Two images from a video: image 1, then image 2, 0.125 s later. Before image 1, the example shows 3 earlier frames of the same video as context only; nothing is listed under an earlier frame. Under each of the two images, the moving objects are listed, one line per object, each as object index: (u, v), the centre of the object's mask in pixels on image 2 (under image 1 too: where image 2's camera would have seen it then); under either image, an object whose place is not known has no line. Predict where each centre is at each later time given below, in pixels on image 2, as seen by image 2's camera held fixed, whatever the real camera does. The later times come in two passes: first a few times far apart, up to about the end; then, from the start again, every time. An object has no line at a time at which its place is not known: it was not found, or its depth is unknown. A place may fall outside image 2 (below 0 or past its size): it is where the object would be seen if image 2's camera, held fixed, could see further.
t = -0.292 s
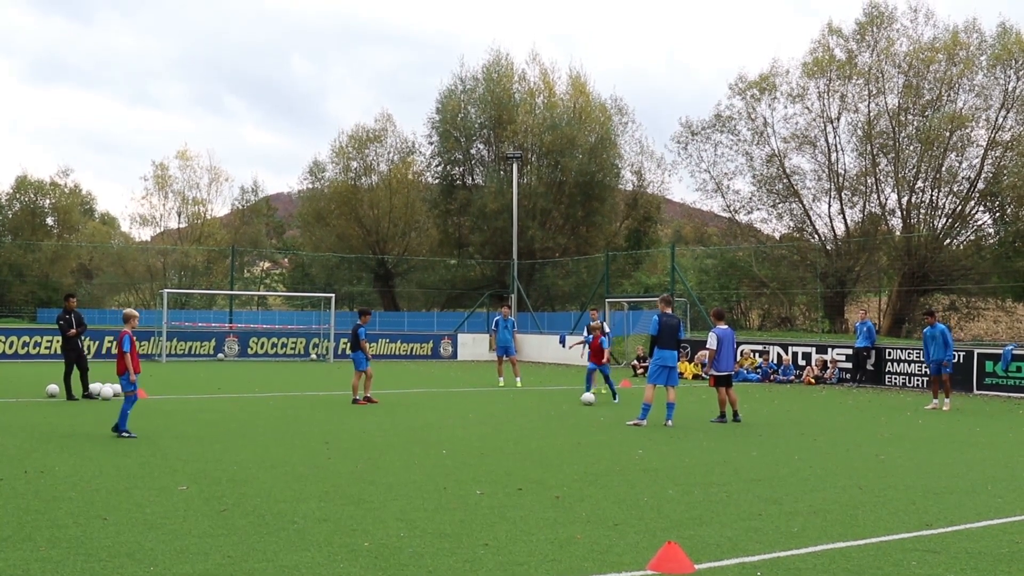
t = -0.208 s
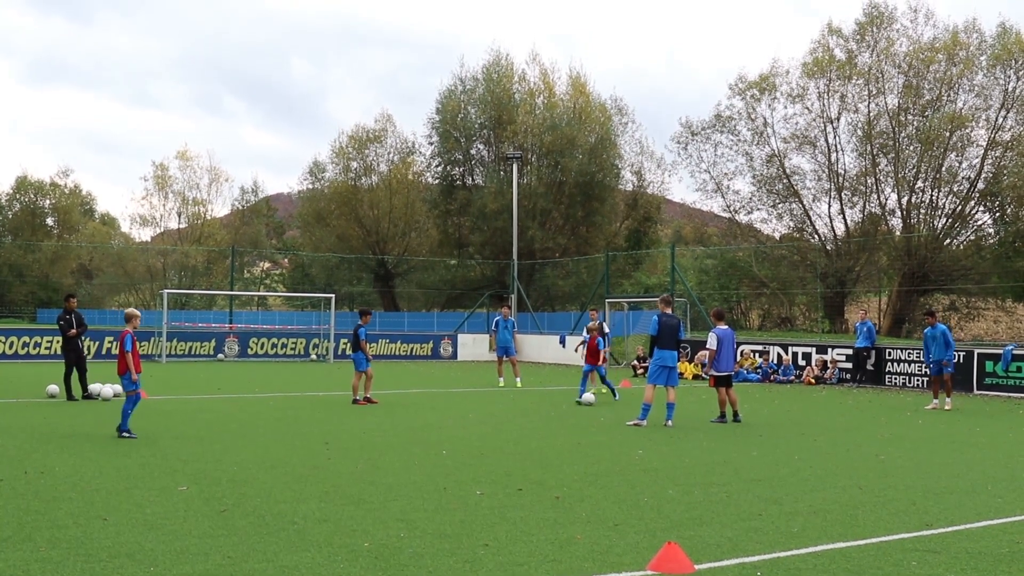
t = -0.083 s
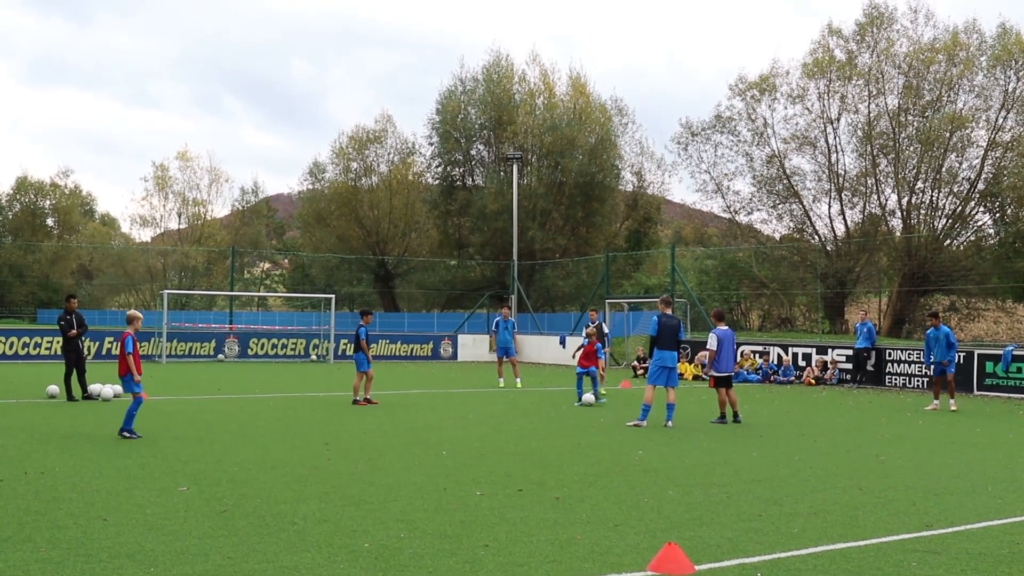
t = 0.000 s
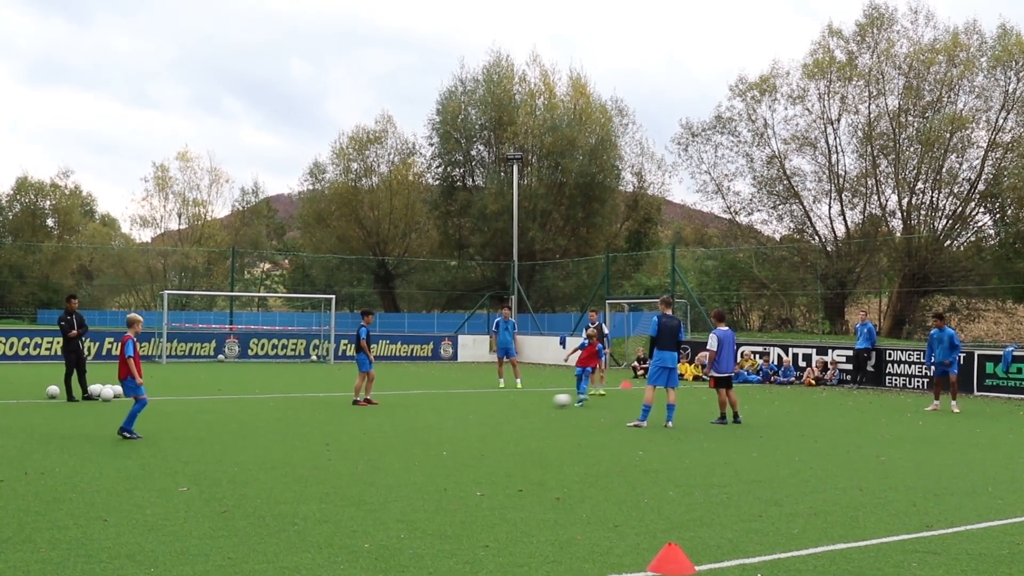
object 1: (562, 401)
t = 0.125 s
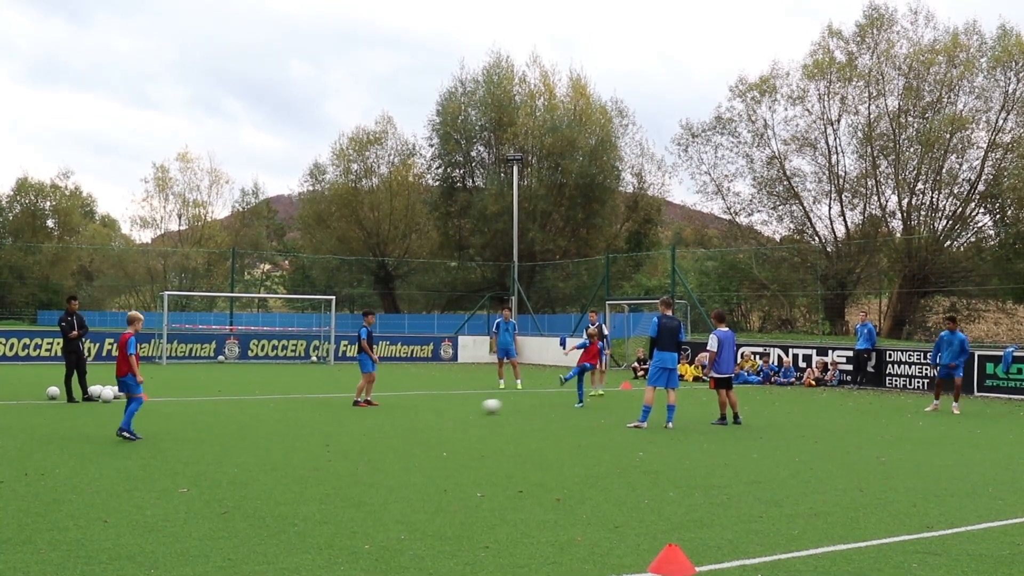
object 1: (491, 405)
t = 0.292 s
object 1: (419, 413)
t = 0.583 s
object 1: (297, 422)
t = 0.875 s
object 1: (179, 428)
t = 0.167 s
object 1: (473, 408)
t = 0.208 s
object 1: (455, 410)
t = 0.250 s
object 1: (437, 411)
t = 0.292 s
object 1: (419, 413)
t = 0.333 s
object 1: (401, 414)
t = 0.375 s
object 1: (383, 415)
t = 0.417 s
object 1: (366, 417)
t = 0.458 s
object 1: (348, 418)
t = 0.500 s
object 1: (331, 419)
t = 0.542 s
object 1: (314, 421)
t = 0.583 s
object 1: (297, 422)
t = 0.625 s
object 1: (281, 422)
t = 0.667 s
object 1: (264, 424)
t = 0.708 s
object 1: (248, 425)
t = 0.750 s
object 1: (231, 425)
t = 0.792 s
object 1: (214, 426)
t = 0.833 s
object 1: (197, 428)
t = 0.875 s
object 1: (179, 428)
